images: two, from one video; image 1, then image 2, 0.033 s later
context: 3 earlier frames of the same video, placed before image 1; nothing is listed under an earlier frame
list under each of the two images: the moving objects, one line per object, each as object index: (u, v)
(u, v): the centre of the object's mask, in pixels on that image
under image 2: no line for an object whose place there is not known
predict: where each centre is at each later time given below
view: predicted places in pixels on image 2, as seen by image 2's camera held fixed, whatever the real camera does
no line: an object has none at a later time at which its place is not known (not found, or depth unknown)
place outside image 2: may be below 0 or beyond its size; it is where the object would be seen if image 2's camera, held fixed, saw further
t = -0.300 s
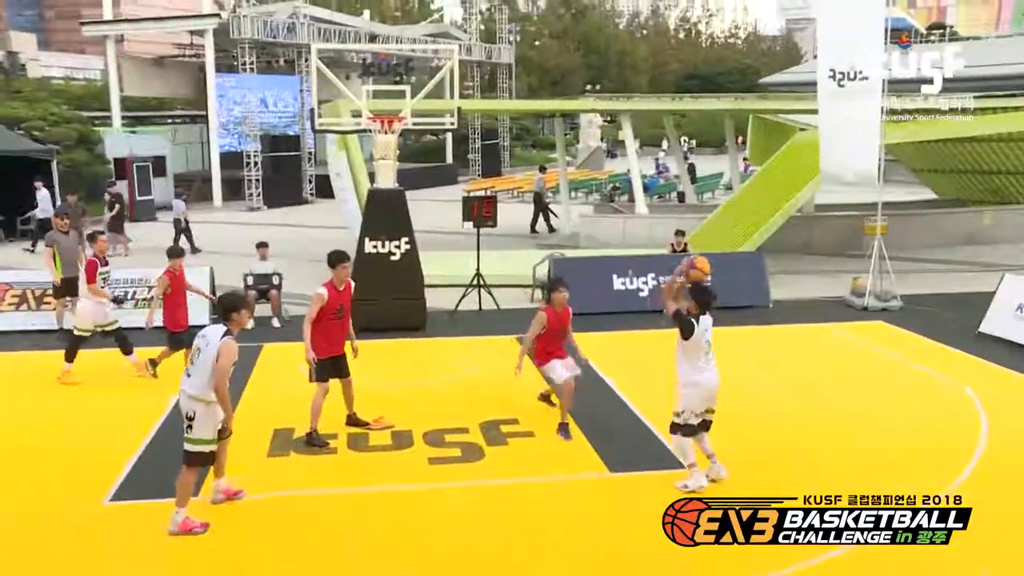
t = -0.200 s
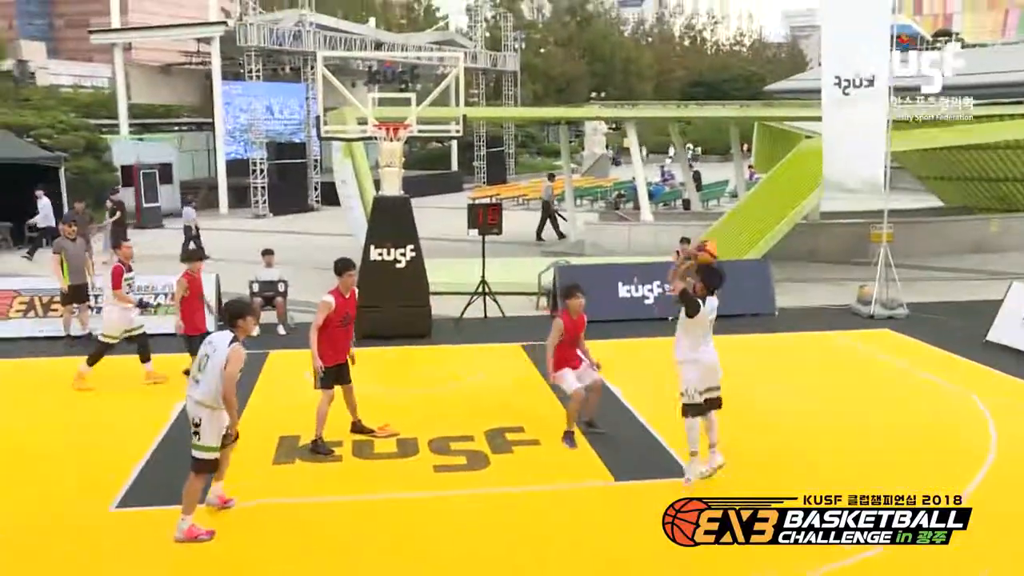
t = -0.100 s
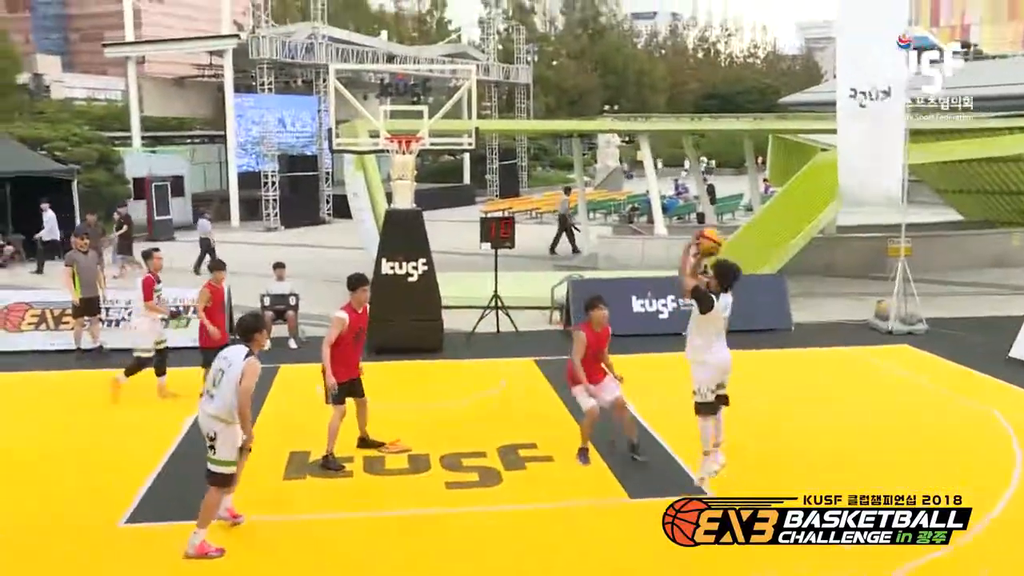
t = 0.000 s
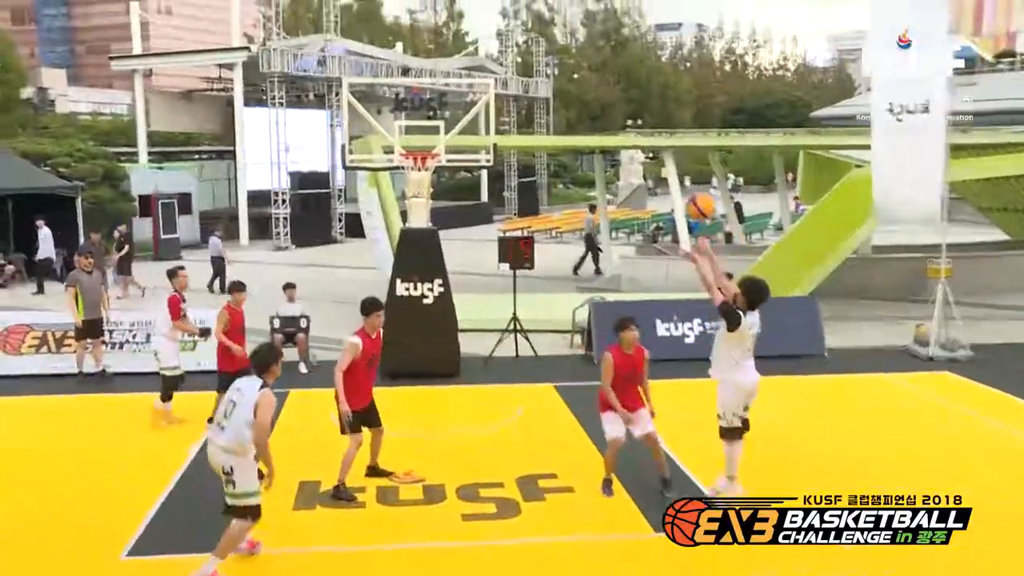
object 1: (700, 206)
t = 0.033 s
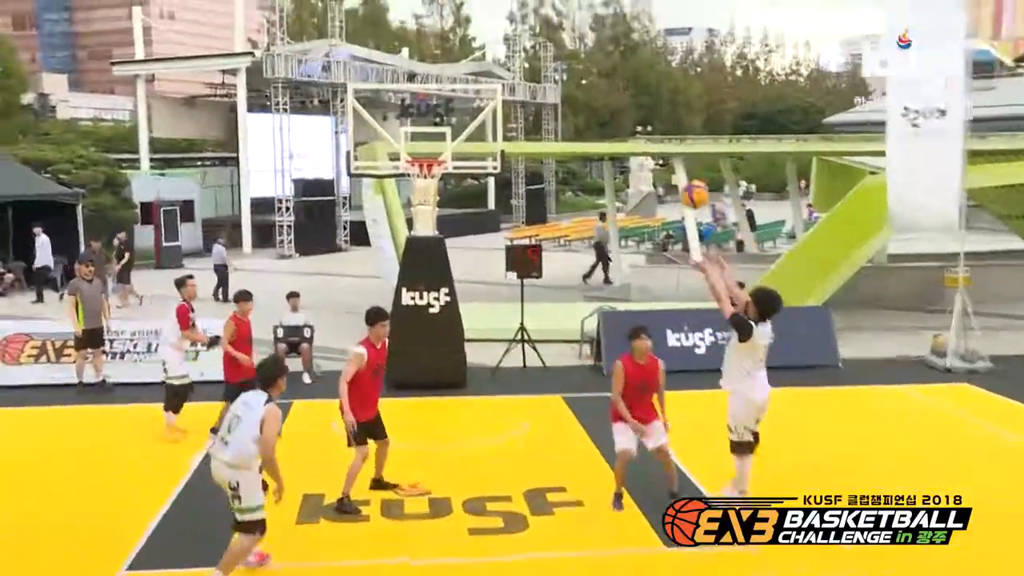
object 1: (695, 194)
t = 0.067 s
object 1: (679, 176)
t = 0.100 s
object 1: (664, 162)
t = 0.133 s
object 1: (649, 147)
